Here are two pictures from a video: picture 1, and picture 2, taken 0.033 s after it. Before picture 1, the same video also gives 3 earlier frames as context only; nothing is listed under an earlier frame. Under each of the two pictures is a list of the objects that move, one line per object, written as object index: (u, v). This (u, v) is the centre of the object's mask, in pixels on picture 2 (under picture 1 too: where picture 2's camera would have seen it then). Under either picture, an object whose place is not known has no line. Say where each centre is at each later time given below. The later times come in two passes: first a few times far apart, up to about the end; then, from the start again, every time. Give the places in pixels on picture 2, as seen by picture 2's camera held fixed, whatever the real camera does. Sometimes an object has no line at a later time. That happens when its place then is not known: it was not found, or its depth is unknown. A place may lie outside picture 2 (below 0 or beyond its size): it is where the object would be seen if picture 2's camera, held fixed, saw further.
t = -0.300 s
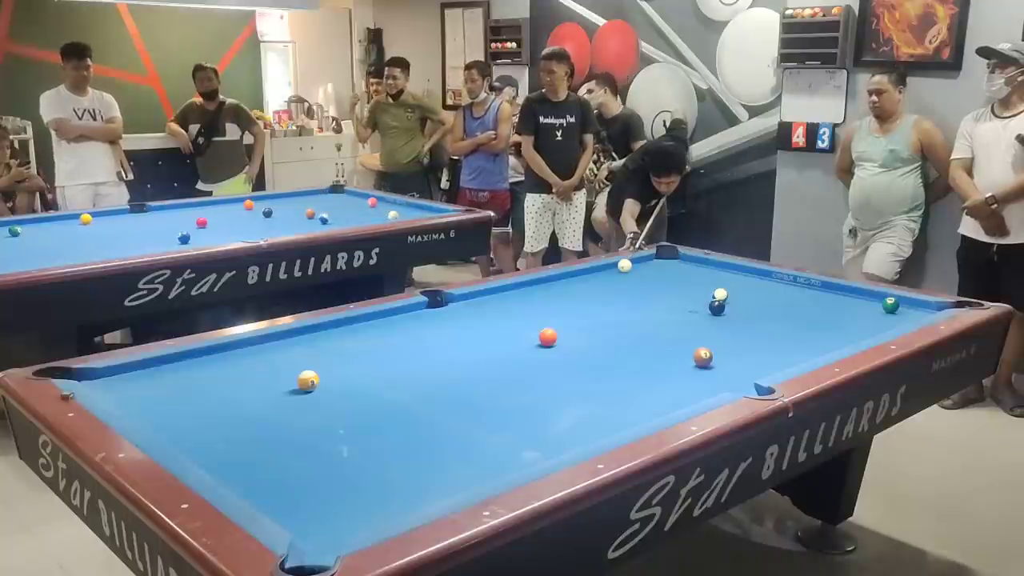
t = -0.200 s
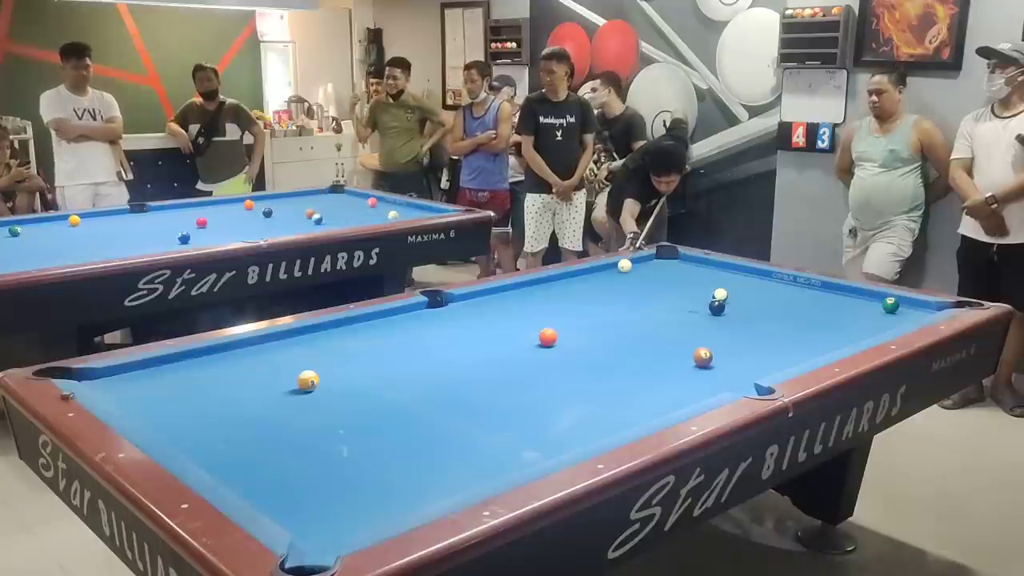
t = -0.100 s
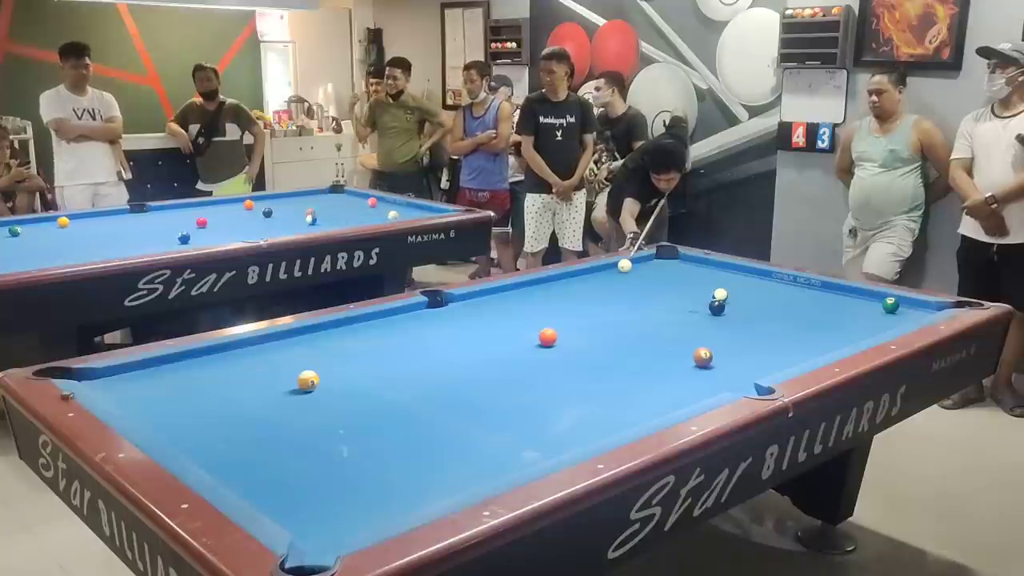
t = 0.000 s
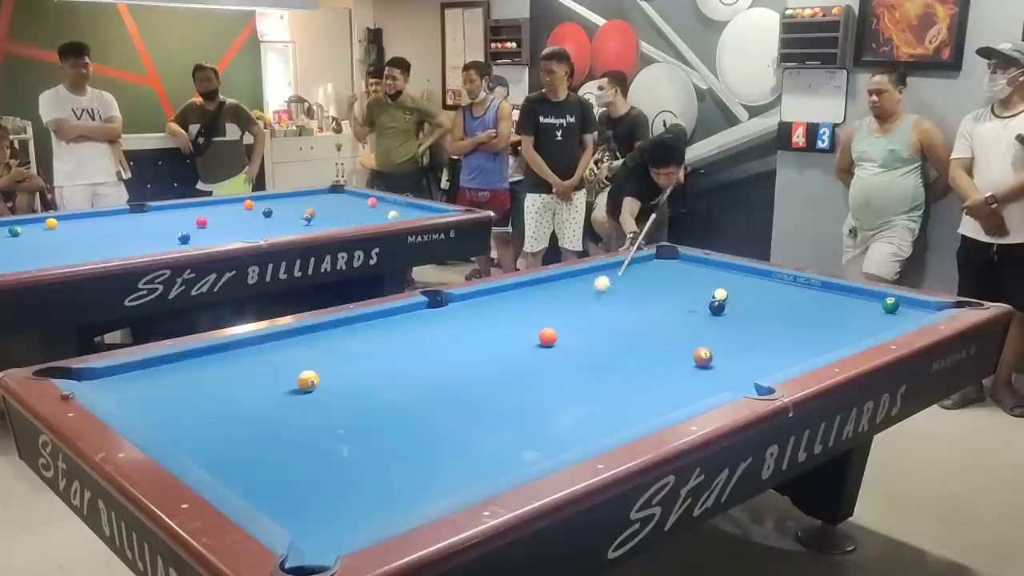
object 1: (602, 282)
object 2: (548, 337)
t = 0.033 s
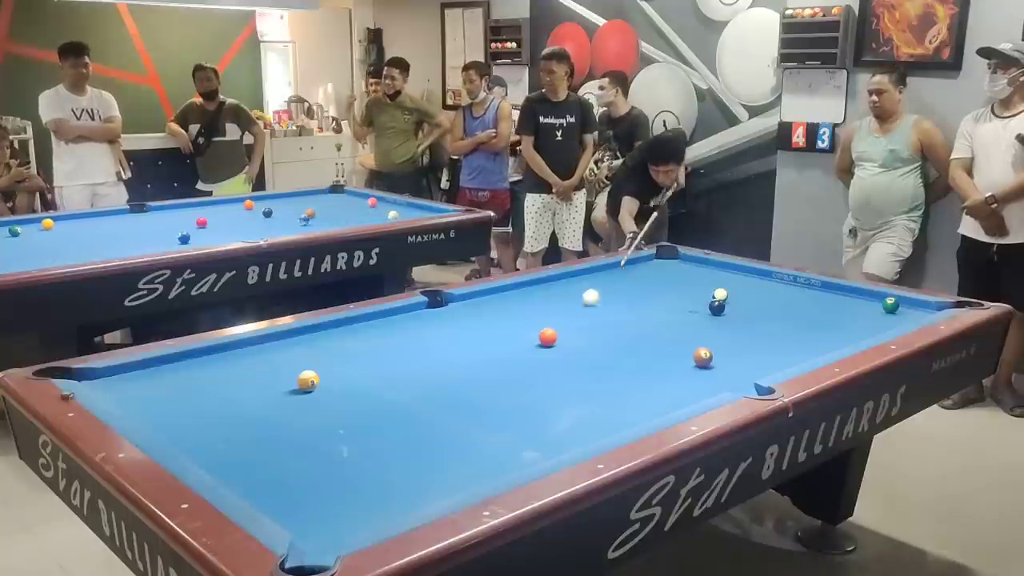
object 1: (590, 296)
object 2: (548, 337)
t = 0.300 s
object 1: (556, 335)
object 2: (449, 421)
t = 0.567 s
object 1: (559, 338)
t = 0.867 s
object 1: (562, 342)
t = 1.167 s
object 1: (565, 344)
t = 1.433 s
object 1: (567, 346)
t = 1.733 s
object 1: (567, 347)
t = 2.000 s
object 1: (568, 348)
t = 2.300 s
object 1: (568, 347)
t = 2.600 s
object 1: (568, 347)
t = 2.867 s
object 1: (568, 347)
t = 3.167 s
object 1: (568, 347)
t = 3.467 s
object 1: (568, 347)
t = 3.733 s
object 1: (568, 347)
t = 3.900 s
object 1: (568, 347)
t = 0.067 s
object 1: (579, 306)
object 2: (548, 337)
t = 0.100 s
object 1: (565, 320)
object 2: (548, 337)
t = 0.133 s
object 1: (555, 328)
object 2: (546, 339)
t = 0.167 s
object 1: (554, 331)
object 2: (529, 353)
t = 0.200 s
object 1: (555, 333)
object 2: (512, 368)
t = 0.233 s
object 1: (555, 333)
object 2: (493, 384)
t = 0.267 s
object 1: (556, 334)
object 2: (472, 402)
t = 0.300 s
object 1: (556, 335)
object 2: (449, 421)
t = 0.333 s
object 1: (556, 335)
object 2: (424, 442)
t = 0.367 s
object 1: (557, 335)
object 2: (398, 465)
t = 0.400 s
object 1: (557, 336)
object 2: (369, 491)
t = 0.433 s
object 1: (558, 336)
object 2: (337, 517)
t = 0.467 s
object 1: (558, 337)
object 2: (305, 546)
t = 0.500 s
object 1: (558, 338)
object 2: (317, 563)
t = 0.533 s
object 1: (559, 338)
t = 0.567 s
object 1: (559, 338)
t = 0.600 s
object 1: (559, 339)
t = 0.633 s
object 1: (560, 339)
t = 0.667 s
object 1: (560, 340)
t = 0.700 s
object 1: (560, 340)
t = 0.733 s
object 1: (561, 340)
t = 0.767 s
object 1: (561, 341)
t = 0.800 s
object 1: (561, 341)
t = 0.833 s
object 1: (562, 341)
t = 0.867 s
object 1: (562, 342)
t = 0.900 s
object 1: (563, 342)
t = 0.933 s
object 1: (563, 342)
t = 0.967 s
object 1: (563, 343)
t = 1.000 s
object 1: (563, 343)
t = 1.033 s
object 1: (564, 343)
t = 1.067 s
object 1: (564, 344)
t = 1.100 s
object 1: (564, 344)
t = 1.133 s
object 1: (565, 344)
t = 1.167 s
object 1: (565, 344)
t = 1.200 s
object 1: (565, 345)
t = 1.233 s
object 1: (565, 345)
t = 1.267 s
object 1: (566, 345)
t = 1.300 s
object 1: (566, 345)
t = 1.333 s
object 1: (566, 345)
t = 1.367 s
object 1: (566, 346)
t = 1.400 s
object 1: (566, 346)
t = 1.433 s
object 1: (567, 346)
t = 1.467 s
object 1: (567, 346)
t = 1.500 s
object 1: (567, 346)
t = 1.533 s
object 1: (567, 346)
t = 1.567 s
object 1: (567, 346)
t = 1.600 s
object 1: (567, 347)
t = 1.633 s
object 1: (567, 347)
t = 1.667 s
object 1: (567, 347)
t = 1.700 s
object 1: (567, 347)
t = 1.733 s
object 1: (567, 347)
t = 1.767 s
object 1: (567, 347)
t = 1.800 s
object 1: (567, 347)
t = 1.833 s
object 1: (567, 347)
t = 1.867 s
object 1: (567, 348)
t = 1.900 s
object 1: (567, 348)
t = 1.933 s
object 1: (567, 348)
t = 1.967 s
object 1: (568, 348)
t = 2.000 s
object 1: (568, 348)
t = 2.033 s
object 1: (567, 348)
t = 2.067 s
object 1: (567, 348)
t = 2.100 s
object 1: (567, 347)
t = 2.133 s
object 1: (568, 347)
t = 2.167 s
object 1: (568, 347)
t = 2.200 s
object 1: (568, 347)
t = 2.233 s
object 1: (568, 347)
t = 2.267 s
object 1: (568, 347)
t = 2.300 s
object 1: (568, 347)
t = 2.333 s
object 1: (568, 347)
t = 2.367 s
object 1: (568, 347)
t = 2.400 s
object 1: (568, 347)
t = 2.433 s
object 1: (568, 347)
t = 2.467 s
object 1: (568, 347)
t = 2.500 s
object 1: (568, 347)
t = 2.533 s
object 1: (568, 347)
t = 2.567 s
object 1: (568, 347)
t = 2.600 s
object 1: (568, 347)
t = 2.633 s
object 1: (568, 347)
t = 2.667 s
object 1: (568, 347)
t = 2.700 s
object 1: (568, 347)
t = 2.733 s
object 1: (568, 347)
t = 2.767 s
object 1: (568, 347)
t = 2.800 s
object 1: (568, 347)
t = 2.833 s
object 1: (568, 347)
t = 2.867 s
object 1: (568, 347)
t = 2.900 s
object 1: (568, 347)
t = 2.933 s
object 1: (568, 347)
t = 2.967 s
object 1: (568, 347)
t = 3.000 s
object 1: (568, 347)
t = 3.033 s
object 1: (568, 347)
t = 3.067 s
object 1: (568, 347)
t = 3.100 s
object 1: (568, 347)
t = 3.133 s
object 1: (568, 347)
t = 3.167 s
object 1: (568, 347)
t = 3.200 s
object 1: (568, 347)
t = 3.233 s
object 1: (568, 347)
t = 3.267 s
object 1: (568, 347)
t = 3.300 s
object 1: (568, 347)
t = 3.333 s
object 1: (568, 347)
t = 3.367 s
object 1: (568, 347)
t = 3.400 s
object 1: (568, 347)
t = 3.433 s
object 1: (568, 347)
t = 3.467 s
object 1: (568, 347)
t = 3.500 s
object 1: (568, 347)
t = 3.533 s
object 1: (568, 347)
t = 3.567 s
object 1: (568, 347)
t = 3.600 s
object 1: (568, 347)
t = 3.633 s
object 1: (568, 347)
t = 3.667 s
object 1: (568, 347)
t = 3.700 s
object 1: (568, 347)
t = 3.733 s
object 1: (568, 347)
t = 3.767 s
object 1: (568, 347)
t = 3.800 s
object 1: (568, 347)
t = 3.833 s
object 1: (568, 347)
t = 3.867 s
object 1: (568, 347)
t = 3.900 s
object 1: (568, 347)
